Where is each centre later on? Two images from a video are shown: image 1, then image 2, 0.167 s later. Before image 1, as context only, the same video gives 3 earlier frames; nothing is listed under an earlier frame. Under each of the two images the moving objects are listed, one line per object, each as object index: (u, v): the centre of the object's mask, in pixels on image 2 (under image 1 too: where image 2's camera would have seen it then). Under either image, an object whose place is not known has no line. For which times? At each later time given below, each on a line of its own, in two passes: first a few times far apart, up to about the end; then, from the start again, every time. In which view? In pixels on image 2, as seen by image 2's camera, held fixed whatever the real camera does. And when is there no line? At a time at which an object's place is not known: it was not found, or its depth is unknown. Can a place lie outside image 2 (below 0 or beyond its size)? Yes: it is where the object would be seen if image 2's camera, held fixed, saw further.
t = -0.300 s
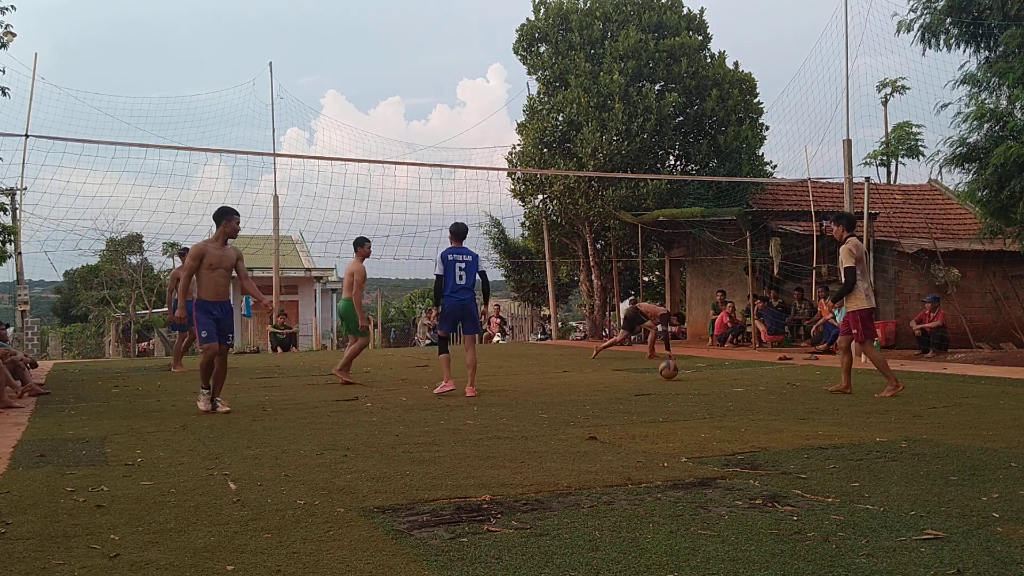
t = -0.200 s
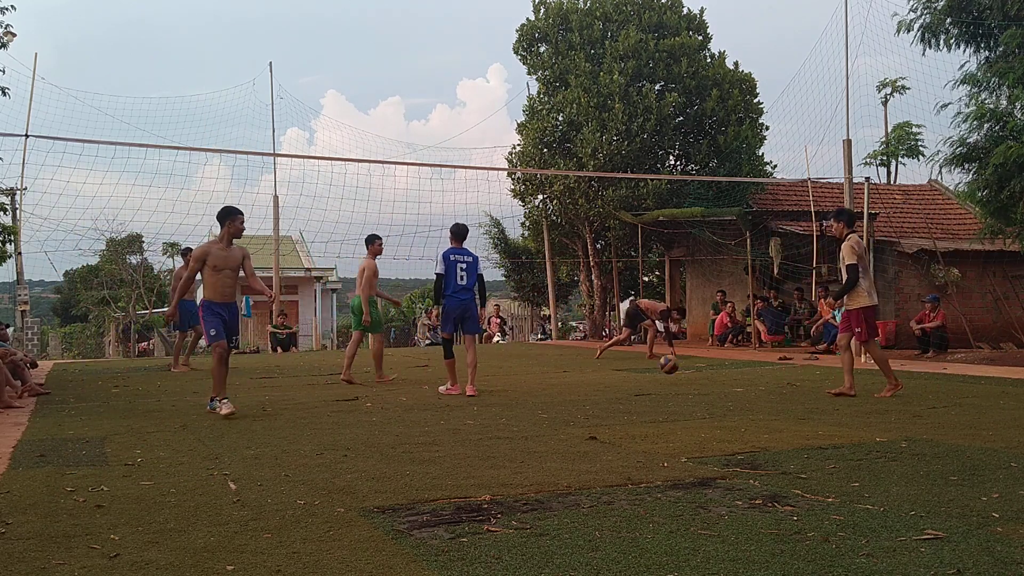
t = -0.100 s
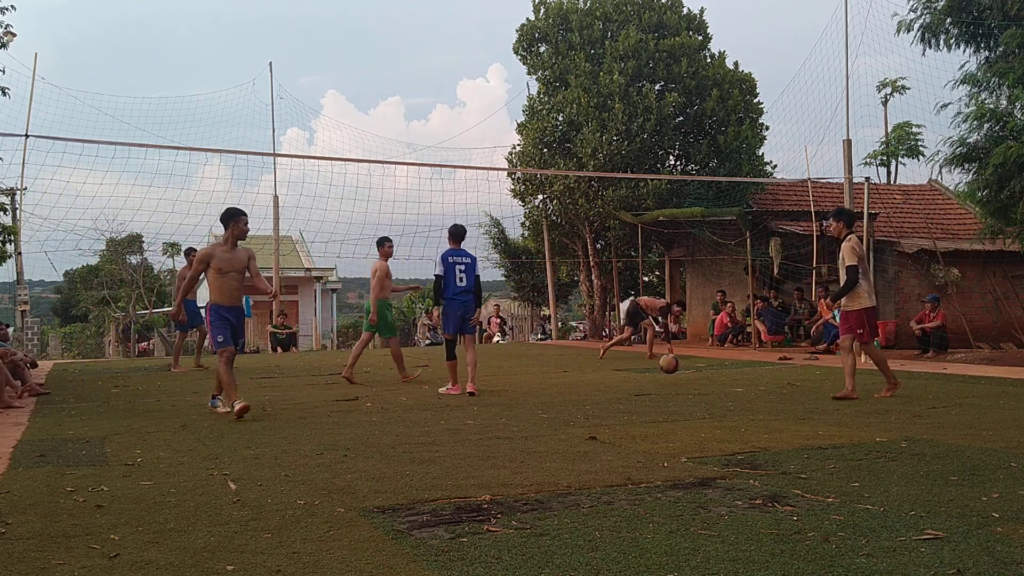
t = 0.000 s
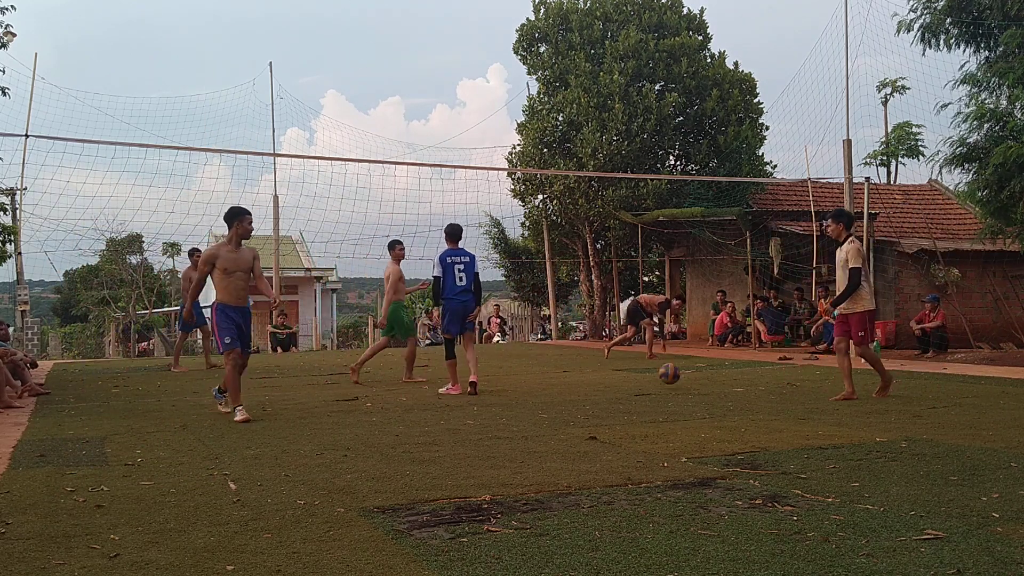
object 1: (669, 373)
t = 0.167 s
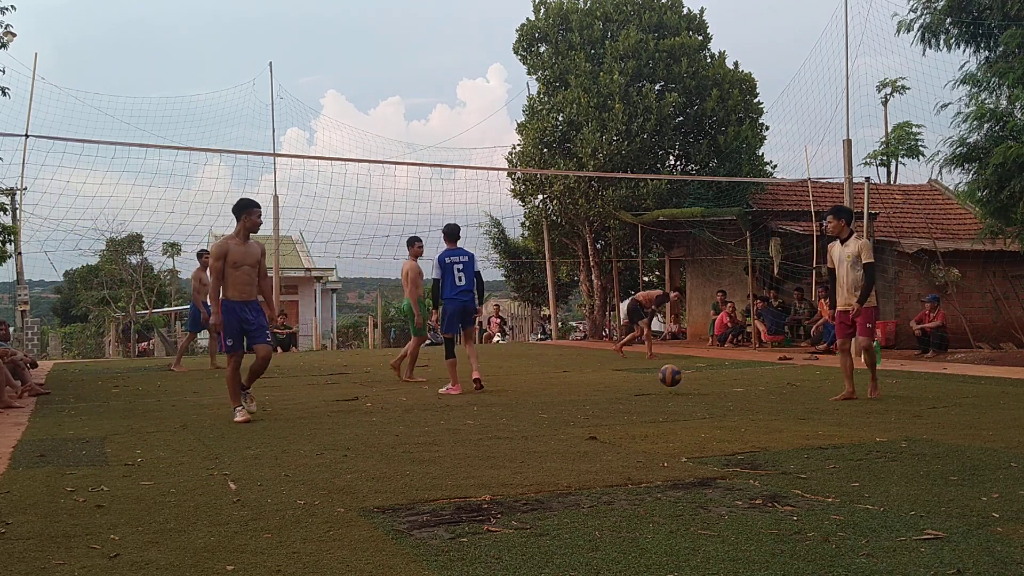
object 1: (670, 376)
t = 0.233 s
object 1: (671, 379)
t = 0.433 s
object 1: (673, 389)
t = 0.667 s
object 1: (677, 405)
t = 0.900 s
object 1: (680, 420)
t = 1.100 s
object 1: (681, 432)
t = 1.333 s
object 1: (681, 449)
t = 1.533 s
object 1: (679, 473)
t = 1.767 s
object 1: (672, 503)
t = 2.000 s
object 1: (661, 547)
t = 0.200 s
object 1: (670, 377)
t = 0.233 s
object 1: (671, 379)
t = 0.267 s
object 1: (671, 383)
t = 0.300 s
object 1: (671, 388)
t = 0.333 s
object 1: (671, 387)
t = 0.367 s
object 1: (672, 386)
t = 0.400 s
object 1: (673, 387)
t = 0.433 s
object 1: (673, 389)
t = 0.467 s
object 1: (674, 392)
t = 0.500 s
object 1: (674, 396)
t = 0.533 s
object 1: (675, 397)
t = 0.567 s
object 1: (675, 397)
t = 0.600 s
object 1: (676, 398)
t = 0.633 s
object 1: (676, 401)
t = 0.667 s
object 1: (677, 405)
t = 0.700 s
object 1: (678, 408)
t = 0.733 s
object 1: (678, 408)
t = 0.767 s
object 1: (678, 410)
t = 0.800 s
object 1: (679, 414)
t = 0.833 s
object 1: (679, 416)
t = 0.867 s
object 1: (680, 418)
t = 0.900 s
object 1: (680, 420)
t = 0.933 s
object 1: (680, 421)
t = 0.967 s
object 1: (680, 424)
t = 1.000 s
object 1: (681, 425)
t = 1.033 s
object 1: (681, 427)
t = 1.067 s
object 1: (681, 430)
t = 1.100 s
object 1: (681, 432)
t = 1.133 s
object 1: (681, 435)
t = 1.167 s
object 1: (680, 440)
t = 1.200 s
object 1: (681, 442)
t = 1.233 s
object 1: (681, 440)
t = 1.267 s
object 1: (681, 440)
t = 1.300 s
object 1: (681, 443)
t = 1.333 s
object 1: (681, 449)
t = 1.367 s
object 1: (681, 454)
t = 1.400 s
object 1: (681, 453)
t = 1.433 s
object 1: (680, 454)
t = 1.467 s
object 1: (680, 458)
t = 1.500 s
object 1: (679, 465)
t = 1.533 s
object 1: (679, 473)
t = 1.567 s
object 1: (678, 472)
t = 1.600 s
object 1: (677, 473)
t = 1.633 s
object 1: (677, 477)
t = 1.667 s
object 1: (676, 484)
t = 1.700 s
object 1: (675, 495)
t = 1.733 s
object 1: (674, 498)
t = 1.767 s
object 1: (672, 503)
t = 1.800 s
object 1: (672, 509)
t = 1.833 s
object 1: (670, 513)
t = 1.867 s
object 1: (669, 520)
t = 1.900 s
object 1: (667, 527)
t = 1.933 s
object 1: (666, 534)
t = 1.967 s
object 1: (664, 542)
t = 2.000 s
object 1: (661, 547)
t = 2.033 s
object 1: (659, 552)
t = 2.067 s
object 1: (656, 556)
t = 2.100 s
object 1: (653, 559)
